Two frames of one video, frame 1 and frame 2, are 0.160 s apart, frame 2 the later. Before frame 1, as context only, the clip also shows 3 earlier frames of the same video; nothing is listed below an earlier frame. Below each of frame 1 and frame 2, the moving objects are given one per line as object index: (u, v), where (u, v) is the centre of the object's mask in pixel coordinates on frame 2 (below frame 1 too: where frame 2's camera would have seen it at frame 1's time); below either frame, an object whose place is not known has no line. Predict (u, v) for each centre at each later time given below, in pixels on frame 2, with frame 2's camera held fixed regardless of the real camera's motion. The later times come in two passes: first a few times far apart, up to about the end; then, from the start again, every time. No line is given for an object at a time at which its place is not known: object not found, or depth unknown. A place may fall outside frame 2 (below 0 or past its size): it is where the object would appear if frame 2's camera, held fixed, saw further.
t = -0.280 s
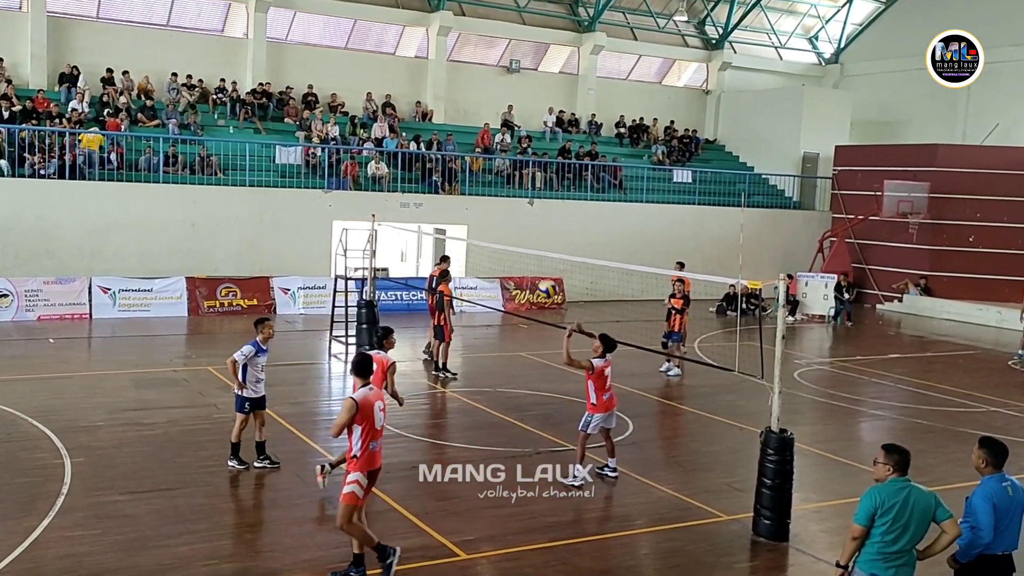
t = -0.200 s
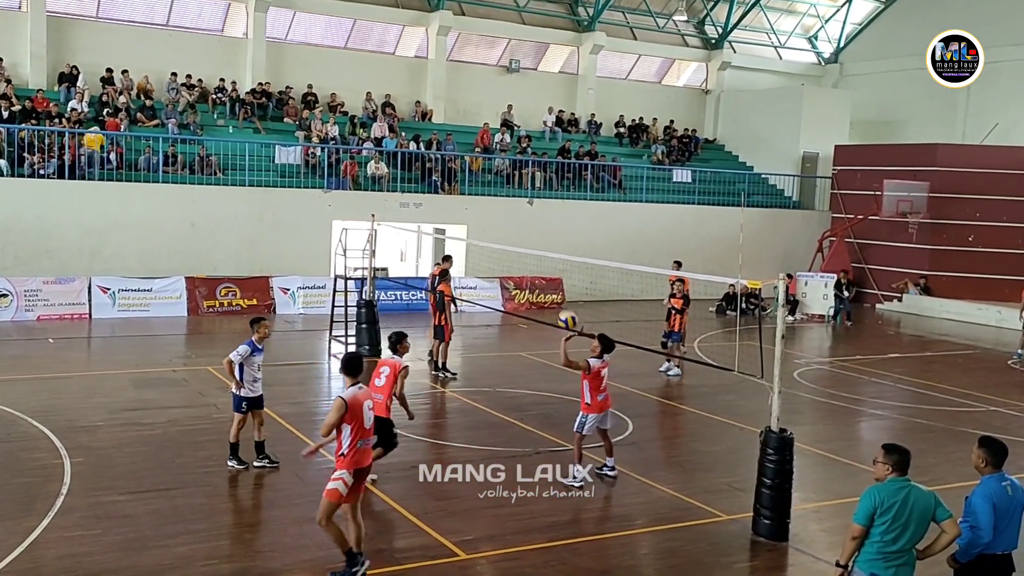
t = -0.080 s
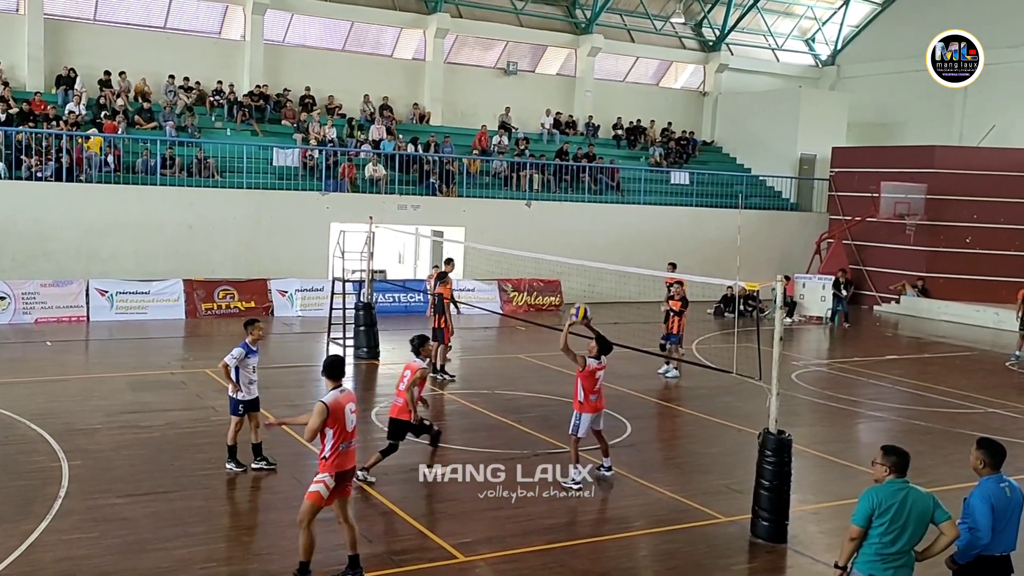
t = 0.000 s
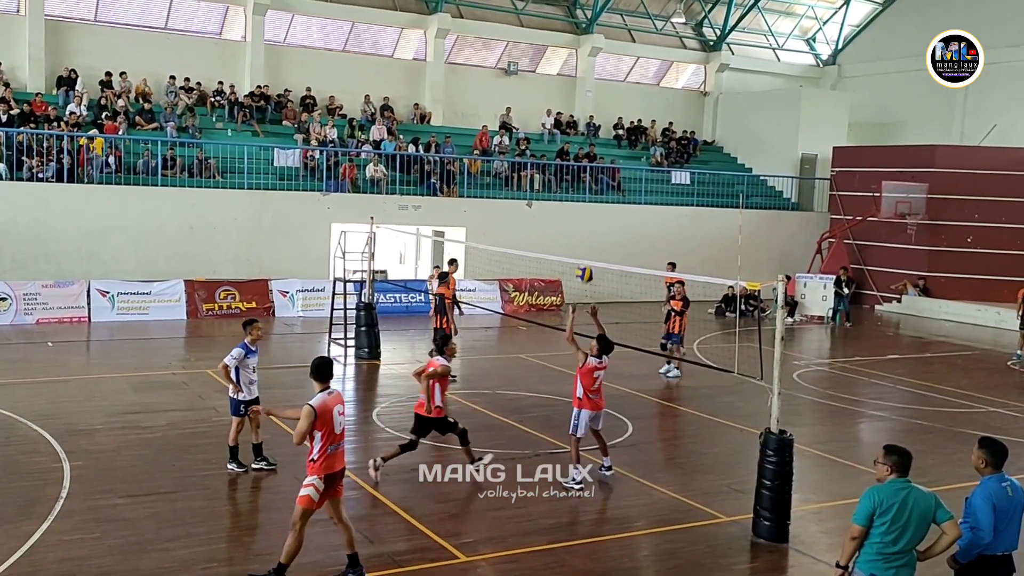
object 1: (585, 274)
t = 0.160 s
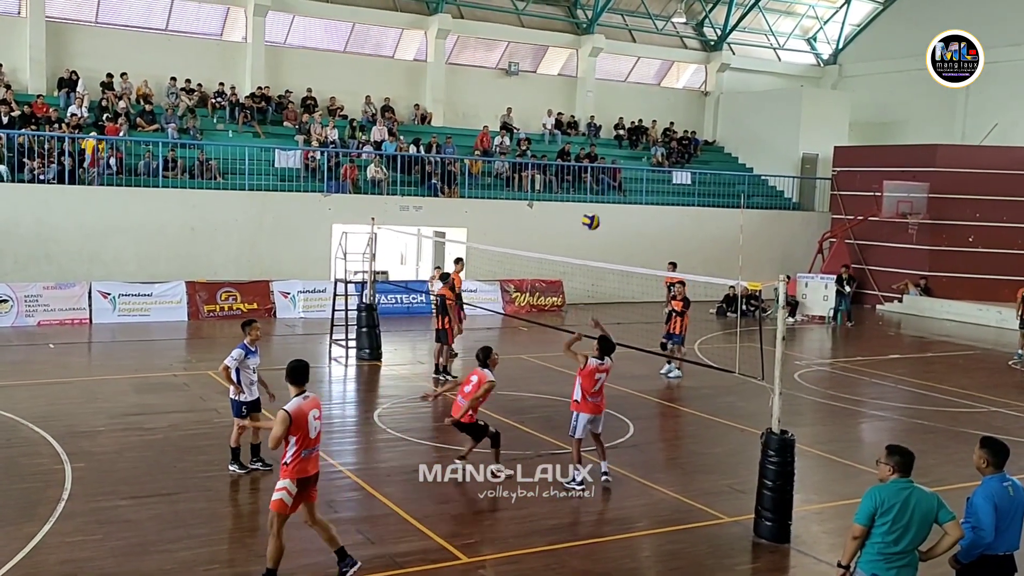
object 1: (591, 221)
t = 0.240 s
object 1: (593, 200)
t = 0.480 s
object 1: (597, 178)
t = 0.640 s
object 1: (598, 189)
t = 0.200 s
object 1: (592, 212)
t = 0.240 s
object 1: (593, 200)
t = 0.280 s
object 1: (594, 194)
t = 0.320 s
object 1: (595, 187)
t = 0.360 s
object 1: (595, 183)
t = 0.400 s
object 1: (596, 180)
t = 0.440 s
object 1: (596, 179)
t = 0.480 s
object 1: (597, 178)
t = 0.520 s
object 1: (597, 179)
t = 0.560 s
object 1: (597, 182)
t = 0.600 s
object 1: (598, 185)
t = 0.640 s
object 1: (598, 189)
